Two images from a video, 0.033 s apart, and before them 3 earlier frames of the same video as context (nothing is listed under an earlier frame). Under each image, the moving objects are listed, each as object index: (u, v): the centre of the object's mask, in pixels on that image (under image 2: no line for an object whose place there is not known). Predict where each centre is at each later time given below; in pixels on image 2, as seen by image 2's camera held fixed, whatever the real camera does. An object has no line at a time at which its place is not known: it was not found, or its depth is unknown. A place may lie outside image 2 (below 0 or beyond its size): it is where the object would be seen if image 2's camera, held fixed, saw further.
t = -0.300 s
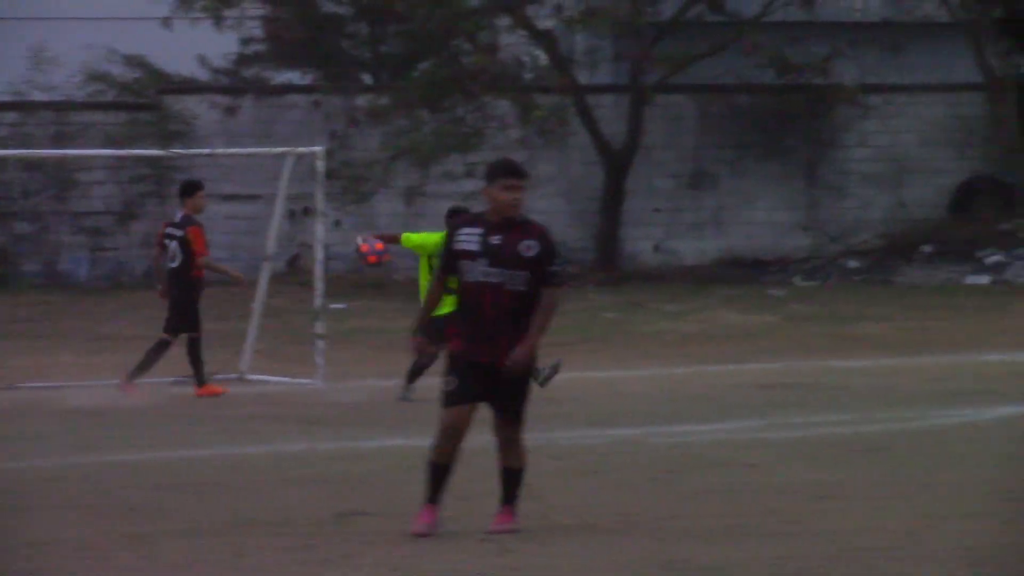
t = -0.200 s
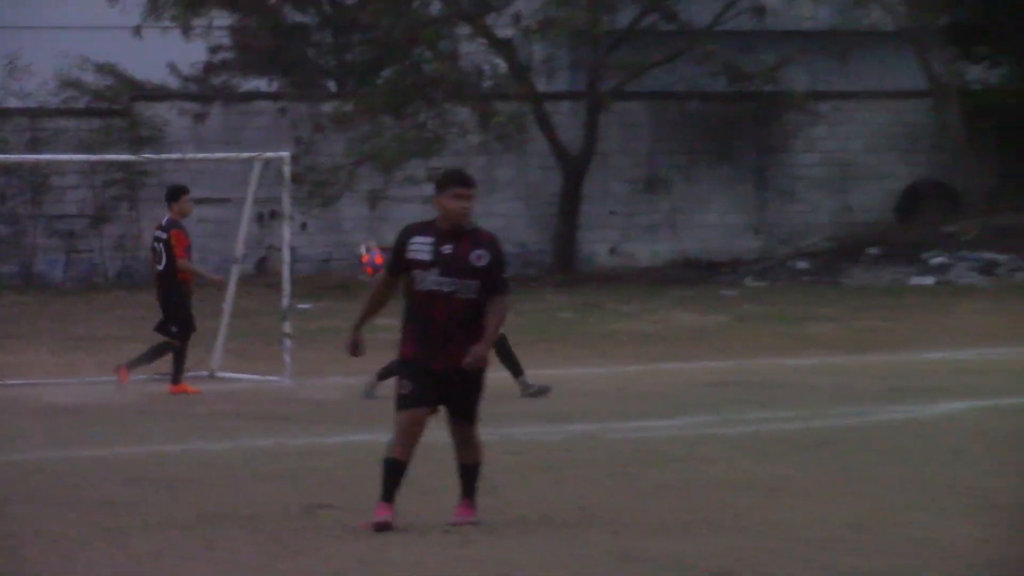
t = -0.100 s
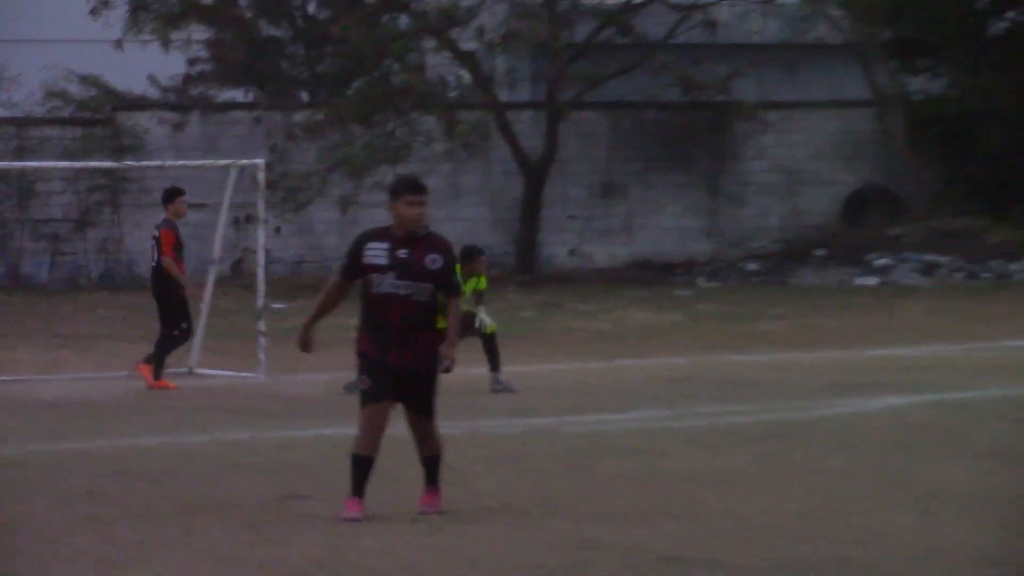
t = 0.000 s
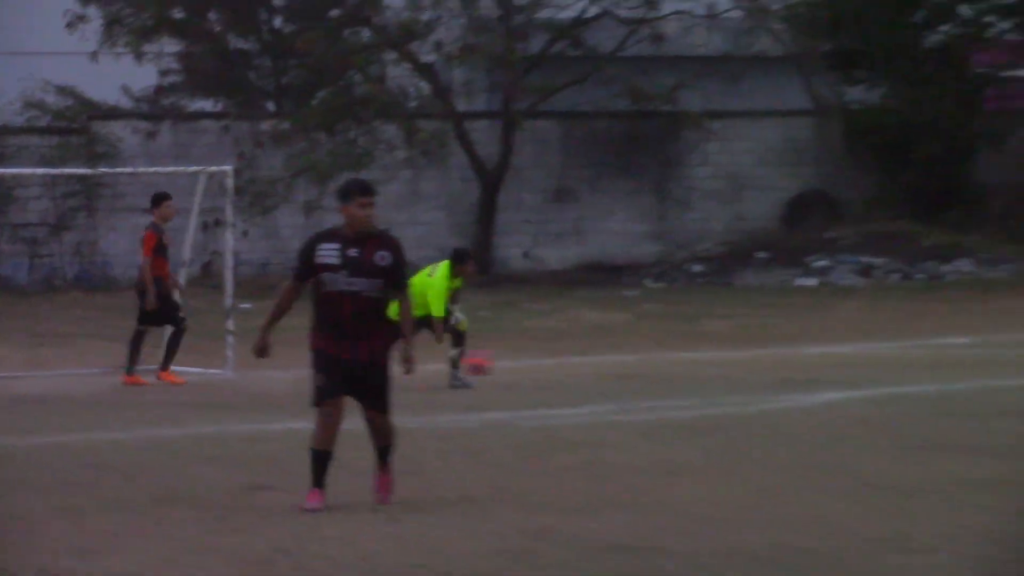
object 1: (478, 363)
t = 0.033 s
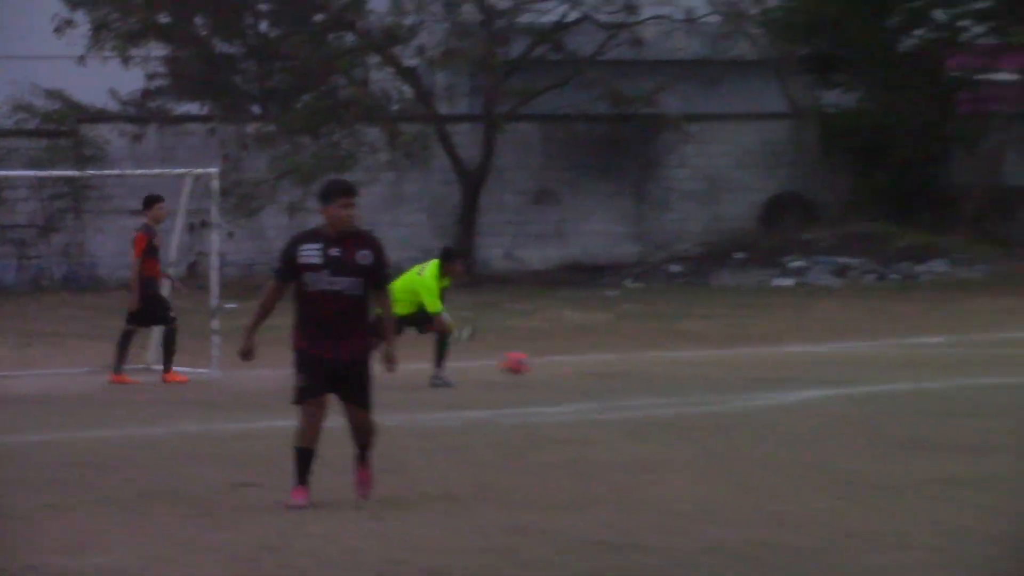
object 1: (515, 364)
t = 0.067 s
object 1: (570, 365)
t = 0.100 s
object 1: (626, 368)
